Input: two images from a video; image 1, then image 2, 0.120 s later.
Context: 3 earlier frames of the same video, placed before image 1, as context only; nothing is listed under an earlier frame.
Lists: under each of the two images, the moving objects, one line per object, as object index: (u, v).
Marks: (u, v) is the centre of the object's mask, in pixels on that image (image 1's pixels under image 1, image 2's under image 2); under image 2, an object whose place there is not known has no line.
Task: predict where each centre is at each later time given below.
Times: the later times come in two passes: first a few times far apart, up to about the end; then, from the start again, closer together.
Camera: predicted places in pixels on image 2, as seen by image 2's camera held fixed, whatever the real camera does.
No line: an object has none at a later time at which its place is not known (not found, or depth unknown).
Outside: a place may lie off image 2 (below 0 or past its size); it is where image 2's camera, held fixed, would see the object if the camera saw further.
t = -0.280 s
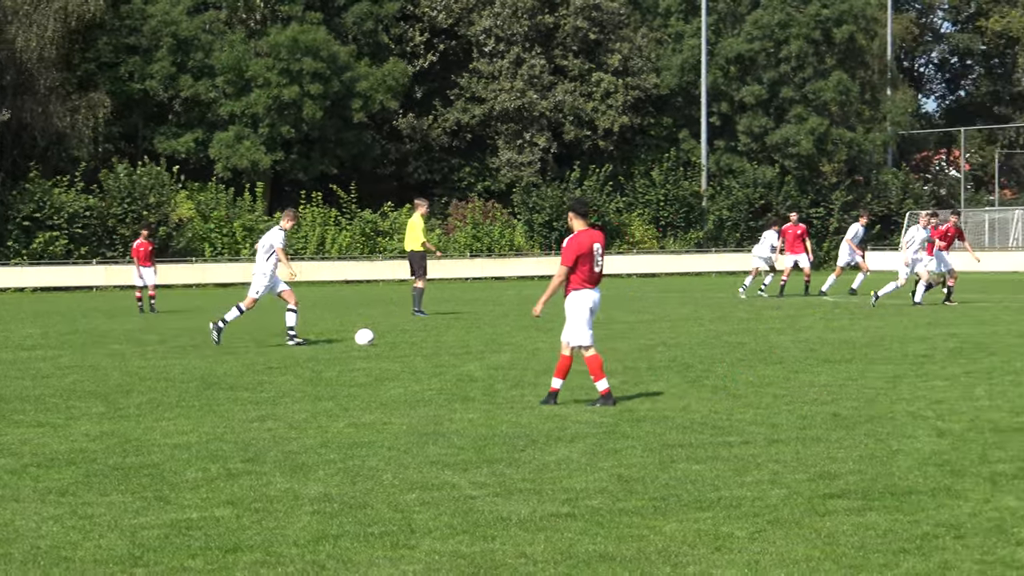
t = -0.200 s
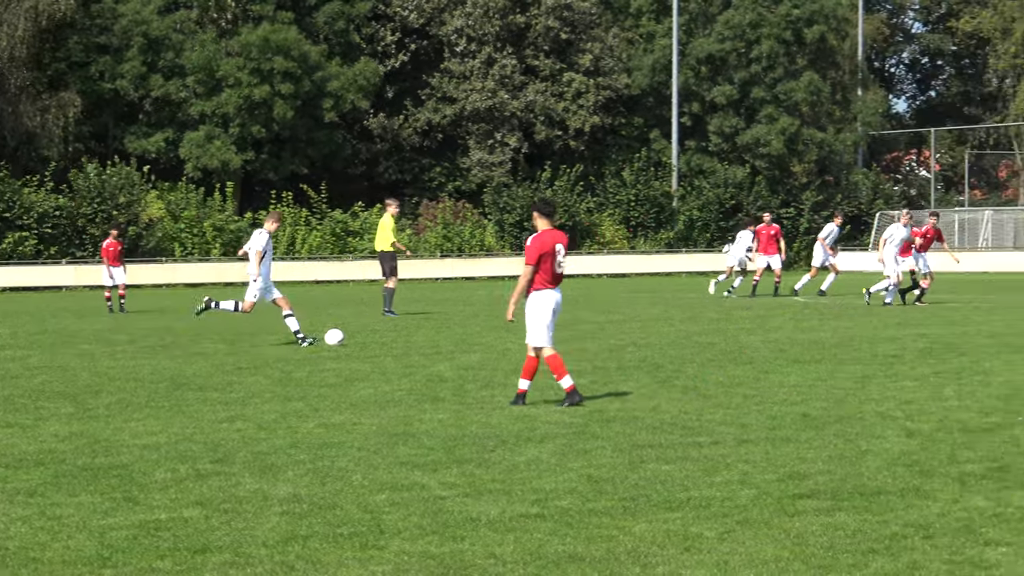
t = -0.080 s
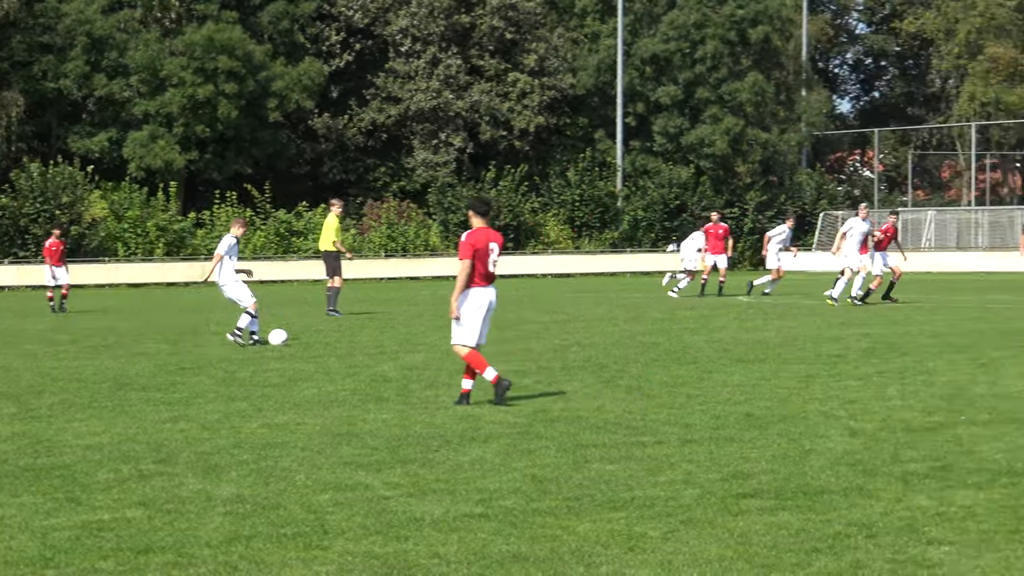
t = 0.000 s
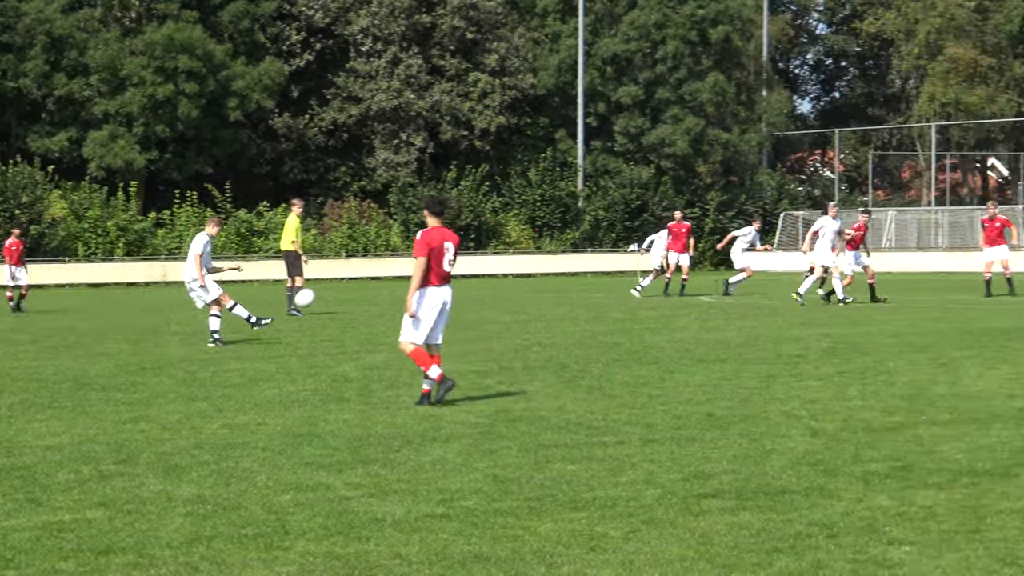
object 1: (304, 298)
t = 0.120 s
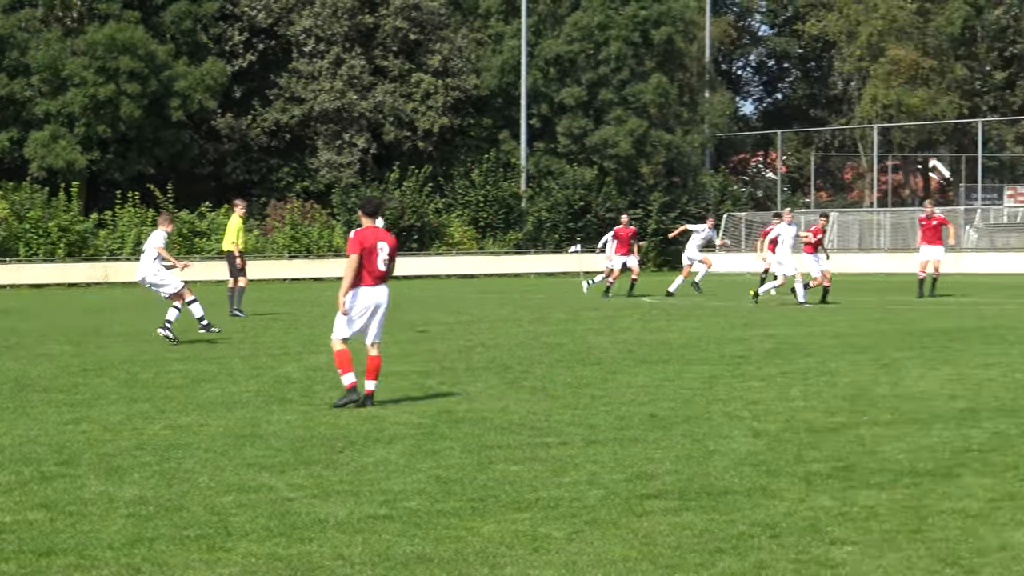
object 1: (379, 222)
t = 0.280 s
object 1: (513, 152)
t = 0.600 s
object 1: (706, 74)
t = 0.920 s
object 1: (826, 65)
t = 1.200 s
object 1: (888, 100)
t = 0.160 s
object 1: (413, 204)
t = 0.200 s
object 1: (448, 185)
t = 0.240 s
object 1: (482, 168)
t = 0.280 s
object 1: (513, 152)
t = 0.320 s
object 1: (543, 138)
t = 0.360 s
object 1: (571, 125)
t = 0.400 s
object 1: (597, 114)
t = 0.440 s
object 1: (621, 103)
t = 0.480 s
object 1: (645, 94)
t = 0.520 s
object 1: (666, 86)
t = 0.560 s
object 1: (686, 80)
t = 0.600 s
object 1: (706, 74)
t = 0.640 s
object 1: (724, 70)
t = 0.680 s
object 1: (741, 66)
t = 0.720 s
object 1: (758, 64)
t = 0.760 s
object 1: (773, 62)
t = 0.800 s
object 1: (788, 62)
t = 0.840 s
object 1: (802, 61)
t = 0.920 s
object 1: (826, 65)
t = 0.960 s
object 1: (837, 68)
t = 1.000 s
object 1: (847, 72)
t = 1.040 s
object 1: (857, 76)
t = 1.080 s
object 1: (865, 81)
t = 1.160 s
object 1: (881, 93)
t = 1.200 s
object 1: (888, 100)
